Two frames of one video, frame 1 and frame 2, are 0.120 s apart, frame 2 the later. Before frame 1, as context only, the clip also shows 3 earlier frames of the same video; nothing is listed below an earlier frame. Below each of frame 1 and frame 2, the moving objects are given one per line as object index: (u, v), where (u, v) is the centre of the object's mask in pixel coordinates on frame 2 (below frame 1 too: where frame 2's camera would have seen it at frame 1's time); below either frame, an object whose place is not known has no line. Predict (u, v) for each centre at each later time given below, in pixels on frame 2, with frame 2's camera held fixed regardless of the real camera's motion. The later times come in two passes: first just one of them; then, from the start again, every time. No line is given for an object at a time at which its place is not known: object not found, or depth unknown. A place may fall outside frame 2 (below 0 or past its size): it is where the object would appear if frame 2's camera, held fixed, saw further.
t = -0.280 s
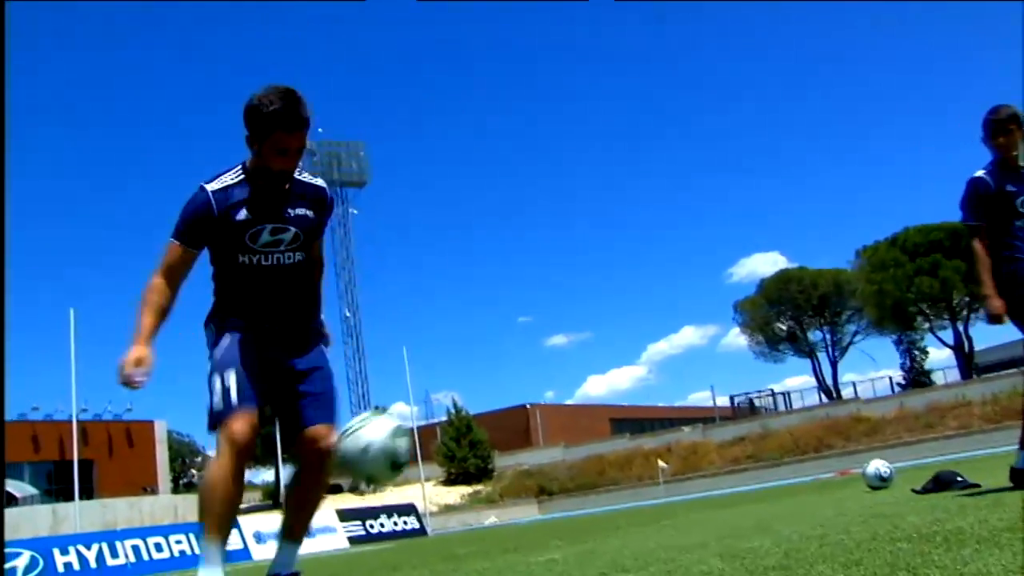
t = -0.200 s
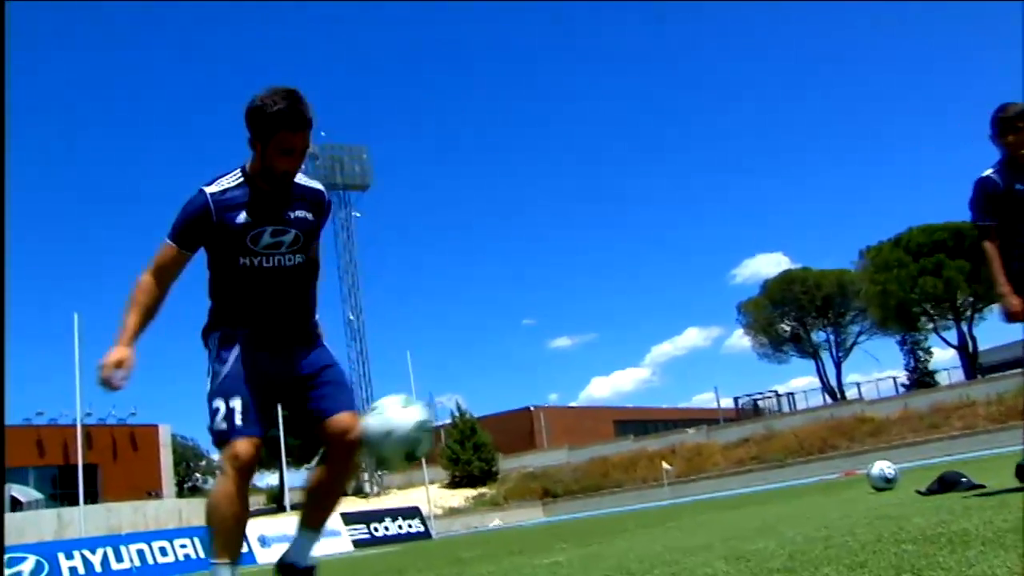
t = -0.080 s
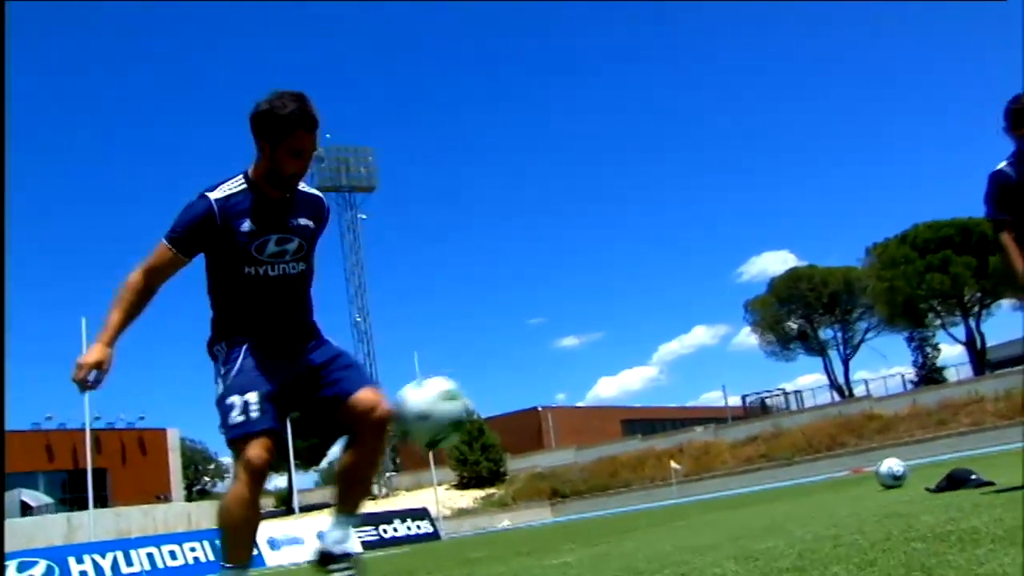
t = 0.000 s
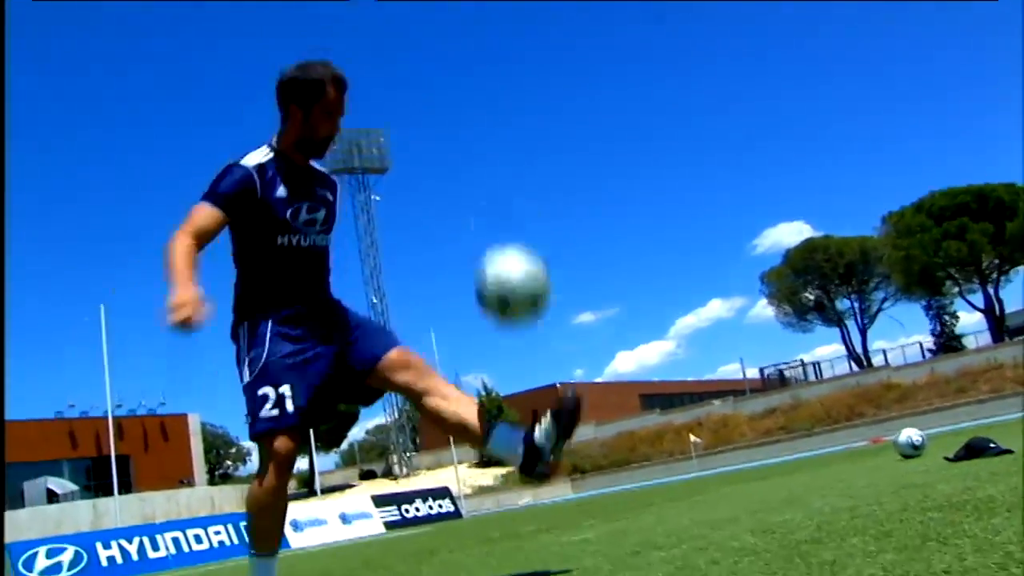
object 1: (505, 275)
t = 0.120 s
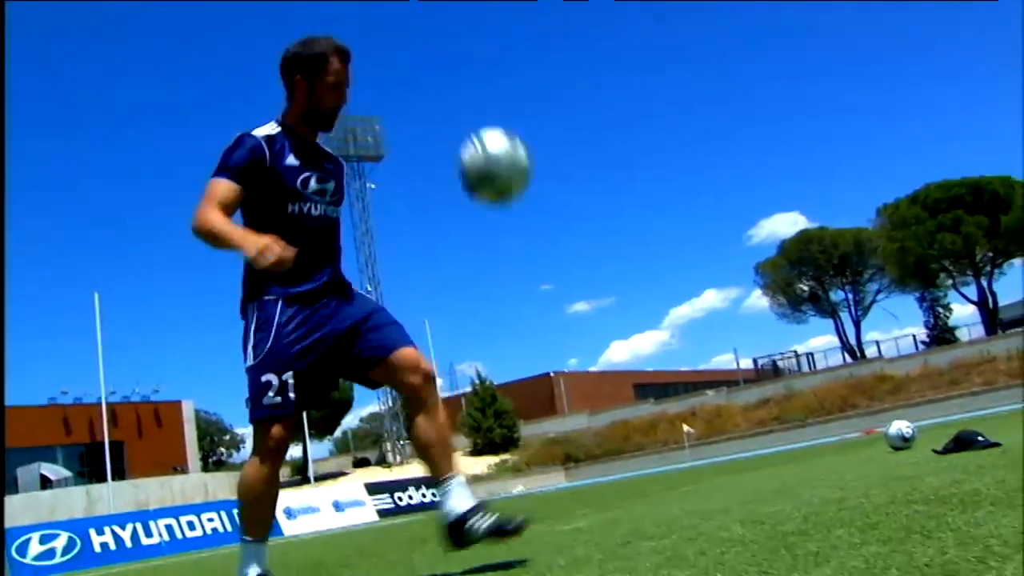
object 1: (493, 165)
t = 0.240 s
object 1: (493, 105)
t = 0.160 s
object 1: (492, 140)
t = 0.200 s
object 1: (491, 119)
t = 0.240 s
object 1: (493, 105)
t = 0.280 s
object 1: (494, 94)
